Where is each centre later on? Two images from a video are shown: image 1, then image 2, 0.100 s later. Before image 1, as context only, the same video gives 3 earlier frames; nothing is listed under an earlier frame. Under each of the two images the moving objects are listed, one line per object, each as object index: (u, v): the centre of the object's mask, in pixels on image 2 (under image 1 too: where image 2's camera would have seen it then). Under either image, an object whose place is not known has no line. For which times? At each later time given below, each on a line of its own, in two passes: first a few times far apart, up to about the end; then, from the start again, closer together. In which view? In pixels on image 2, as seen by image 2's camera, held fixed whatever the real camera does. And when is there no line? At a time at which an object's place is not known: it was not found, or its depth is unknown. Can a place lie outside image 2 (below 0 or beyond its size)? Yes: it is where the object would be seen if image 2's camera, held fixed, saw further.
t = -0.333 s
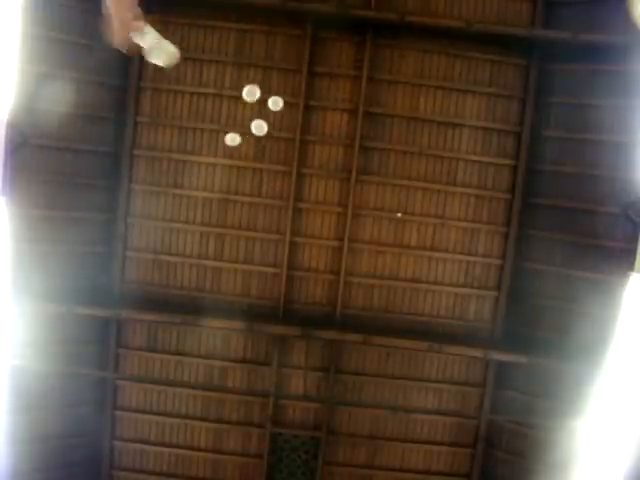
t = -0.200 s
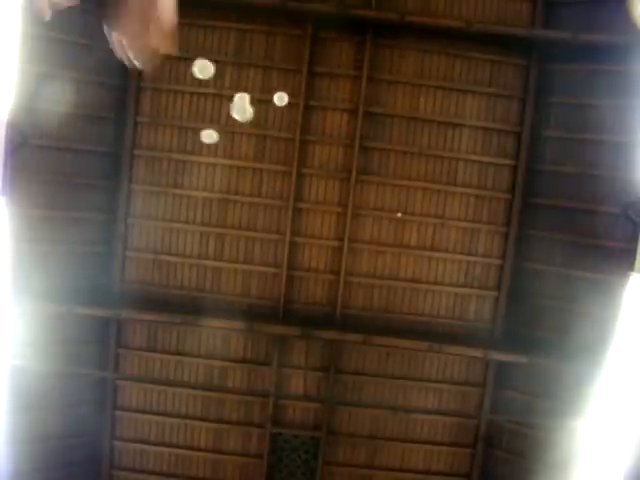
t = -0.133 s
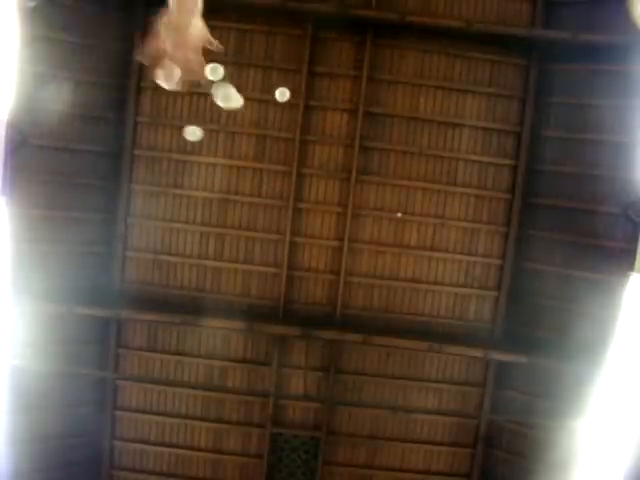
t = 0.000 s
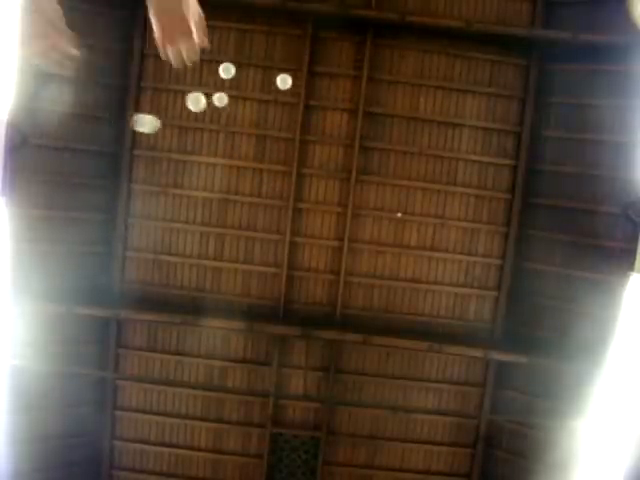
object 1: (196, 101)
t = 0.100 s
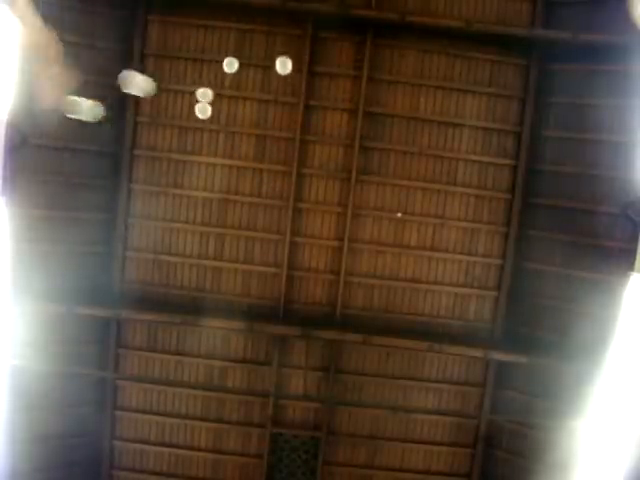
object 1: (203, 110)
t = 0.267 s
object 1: (203, 116)
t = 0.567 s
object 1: (172, 109)
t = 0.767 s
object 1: (118, 89)
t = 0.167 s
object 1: (204, 113)
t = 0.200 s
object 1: (204, 114)
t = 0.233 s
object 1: (203, 115)
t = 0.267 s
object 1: (203, 116)
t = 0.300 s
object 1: (201, 117)
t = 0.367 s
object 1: (196, 116)
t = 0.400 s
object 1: (194, 115)
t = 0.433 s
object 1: (191, 115)
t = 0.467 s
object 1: (187, 114)
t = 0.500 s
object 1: (182, 112)
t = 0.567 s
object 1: (172, 109)
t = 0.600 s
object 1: (166, 107)
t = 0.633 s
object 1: (158, 105)
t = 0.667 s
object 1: (150, 101)
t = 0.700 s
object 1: (141, 98)
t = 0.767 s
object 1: (118, 89)
